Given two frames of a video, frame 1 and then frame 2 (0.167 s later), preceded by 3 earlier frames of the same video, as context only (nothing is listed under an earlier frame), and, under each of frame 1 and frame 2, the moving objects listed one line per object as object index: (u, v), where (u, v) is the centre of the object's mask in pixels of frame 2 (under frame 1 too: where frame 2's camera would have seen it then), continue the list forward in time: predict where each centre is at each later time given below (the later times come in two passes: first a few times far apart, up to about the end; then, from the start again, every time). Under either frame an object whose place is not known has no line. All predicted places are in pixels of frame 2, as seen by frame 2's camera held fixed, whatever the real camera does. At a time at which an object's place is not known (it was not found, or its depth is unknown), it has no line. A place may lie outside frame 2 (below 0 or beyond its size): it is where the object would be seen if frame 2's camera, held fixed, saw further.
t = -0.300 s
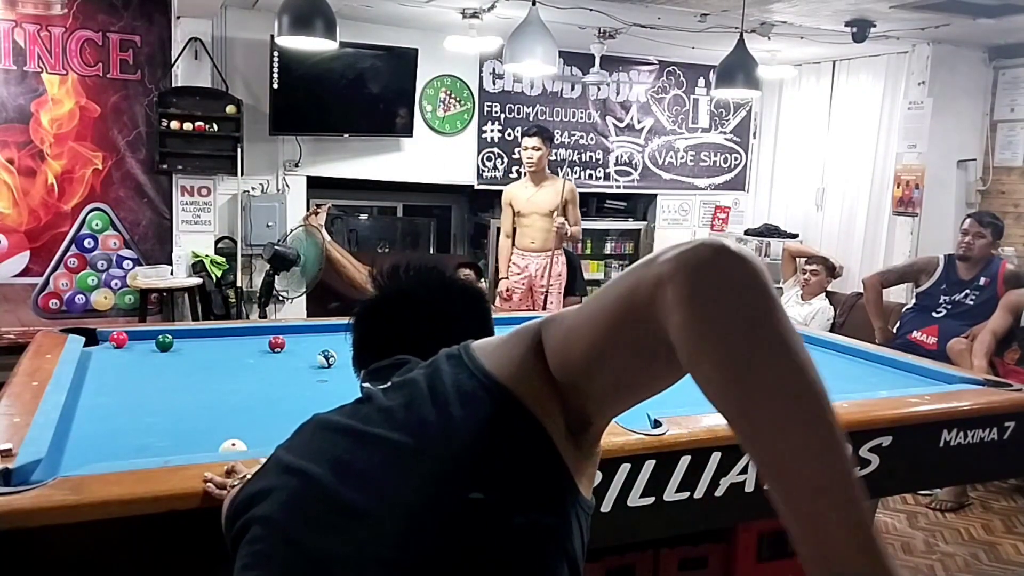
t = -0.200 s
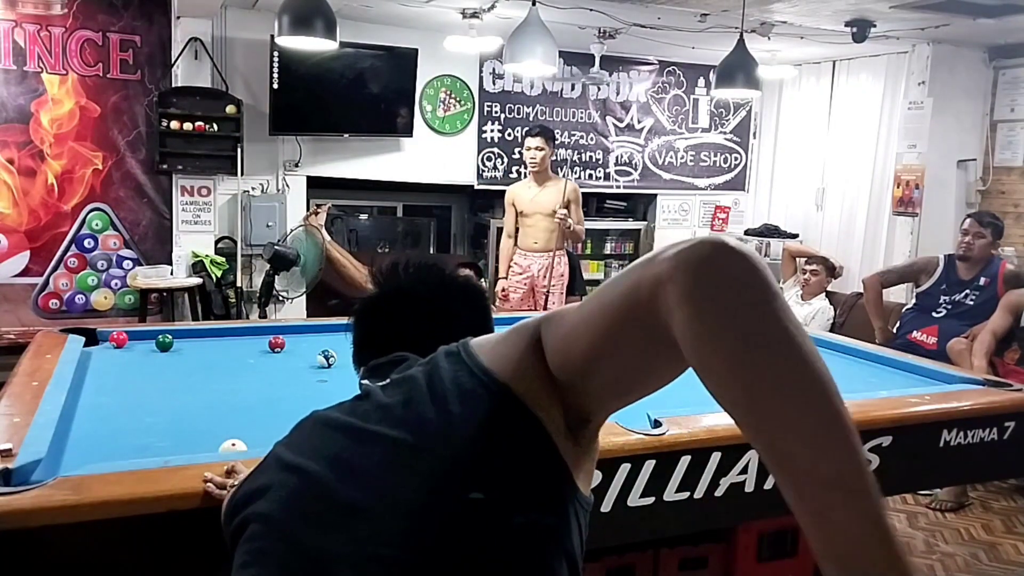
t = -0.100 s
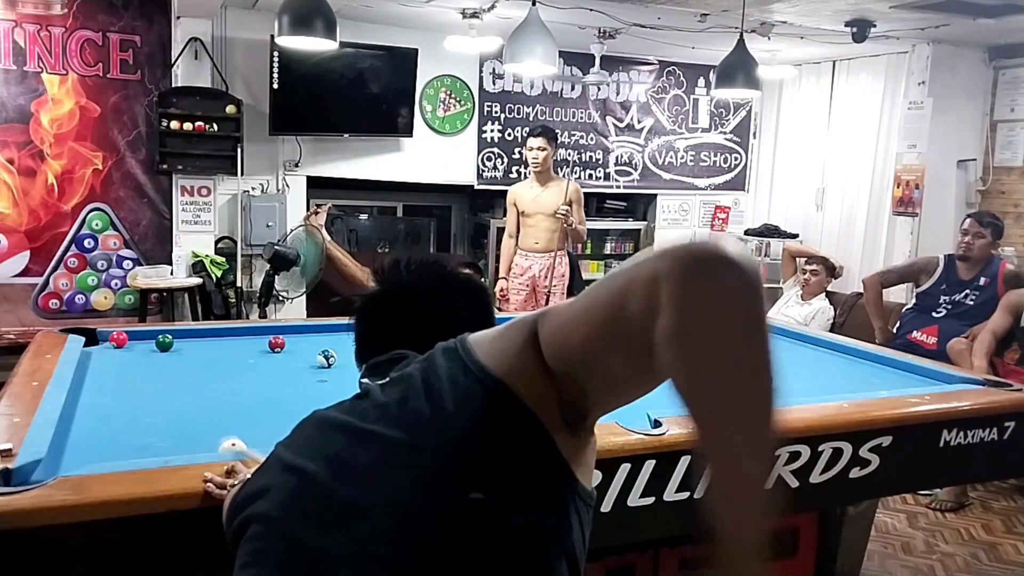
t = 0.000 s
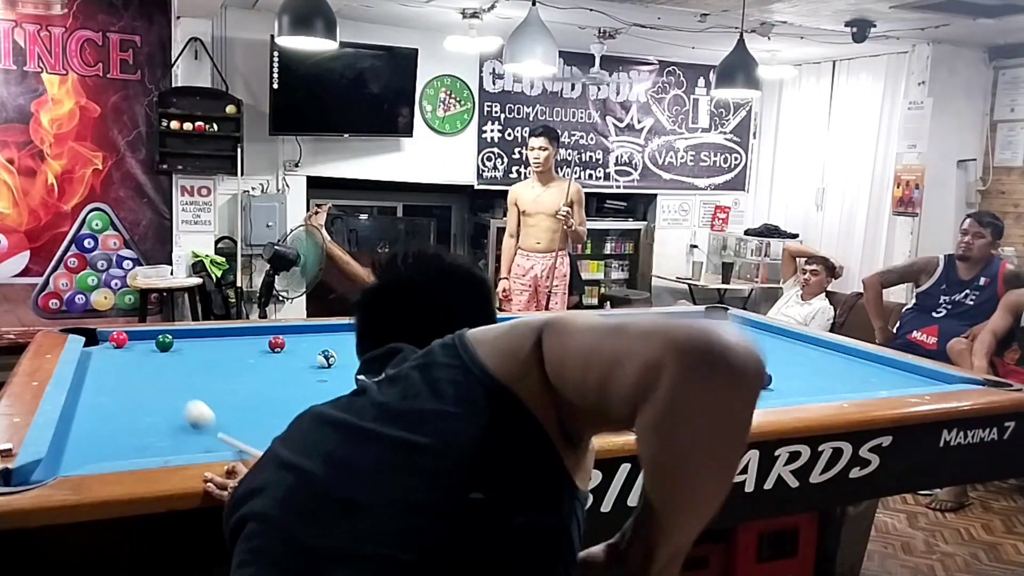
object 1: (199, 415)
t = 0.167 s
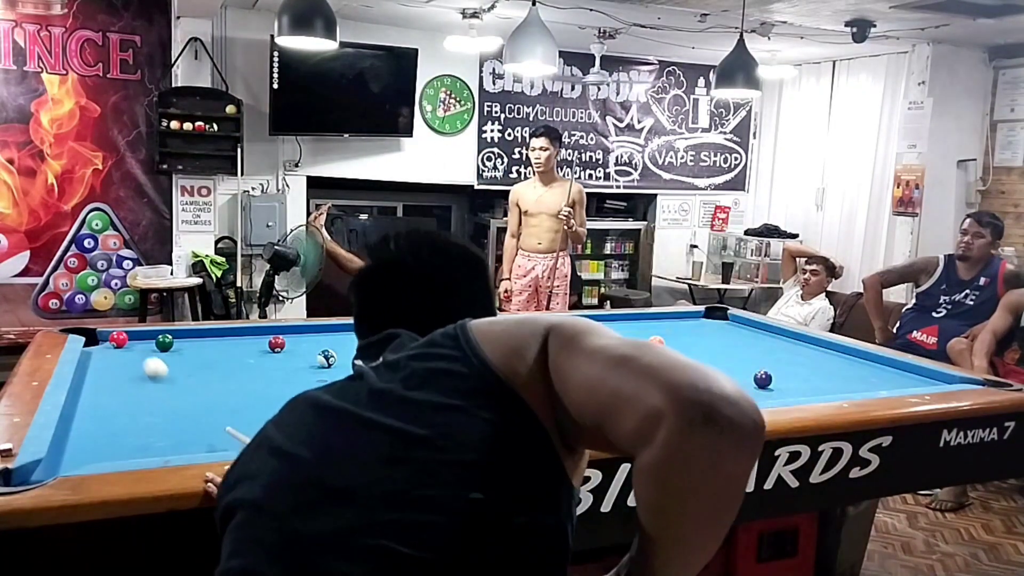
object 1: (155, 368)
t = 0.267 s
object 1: (136, 347)
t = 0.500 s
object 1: (177, 337)
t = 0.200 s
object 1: (148, 361)
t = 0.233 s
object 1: (141, 354)
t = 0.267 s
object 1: (136, 347)
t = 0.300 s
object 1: (132, 341)
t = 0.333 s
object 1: (140, 338)
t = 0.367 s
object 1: (148, 336)
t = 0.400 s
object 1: (155, 333)
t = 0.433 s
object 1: (163, 332)
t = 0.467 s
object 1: (172, 334)
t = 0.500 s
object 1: (177, 337)
